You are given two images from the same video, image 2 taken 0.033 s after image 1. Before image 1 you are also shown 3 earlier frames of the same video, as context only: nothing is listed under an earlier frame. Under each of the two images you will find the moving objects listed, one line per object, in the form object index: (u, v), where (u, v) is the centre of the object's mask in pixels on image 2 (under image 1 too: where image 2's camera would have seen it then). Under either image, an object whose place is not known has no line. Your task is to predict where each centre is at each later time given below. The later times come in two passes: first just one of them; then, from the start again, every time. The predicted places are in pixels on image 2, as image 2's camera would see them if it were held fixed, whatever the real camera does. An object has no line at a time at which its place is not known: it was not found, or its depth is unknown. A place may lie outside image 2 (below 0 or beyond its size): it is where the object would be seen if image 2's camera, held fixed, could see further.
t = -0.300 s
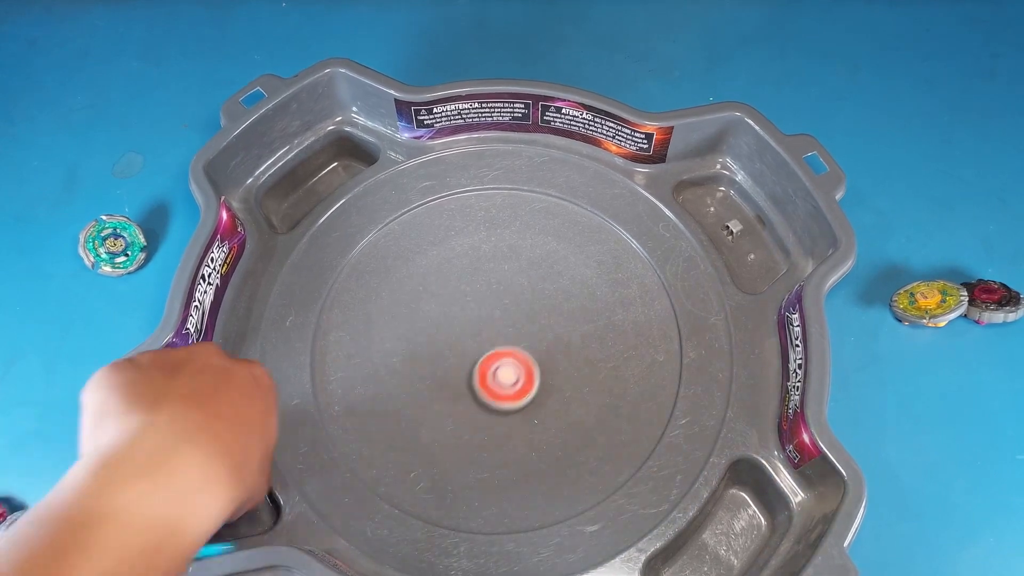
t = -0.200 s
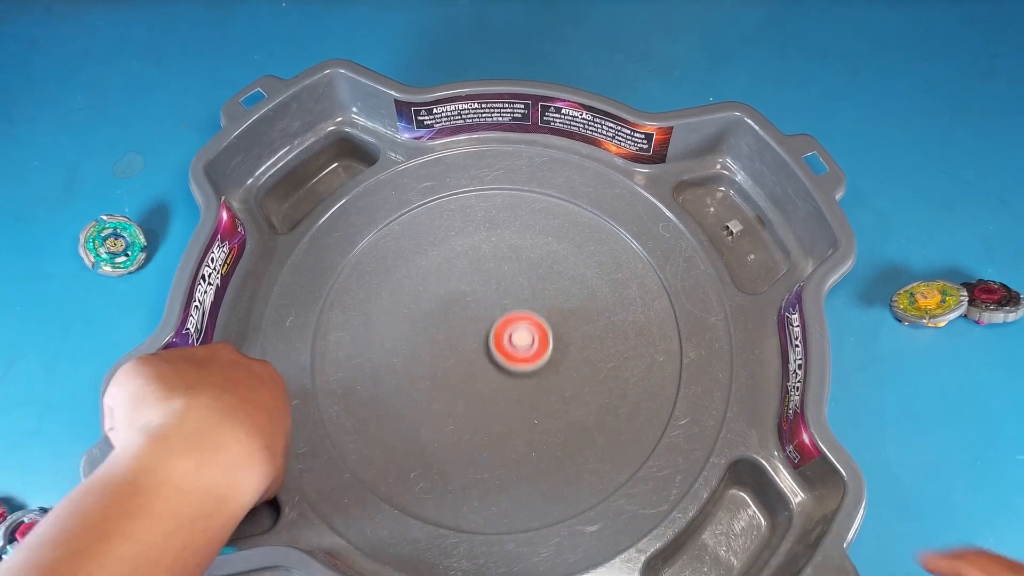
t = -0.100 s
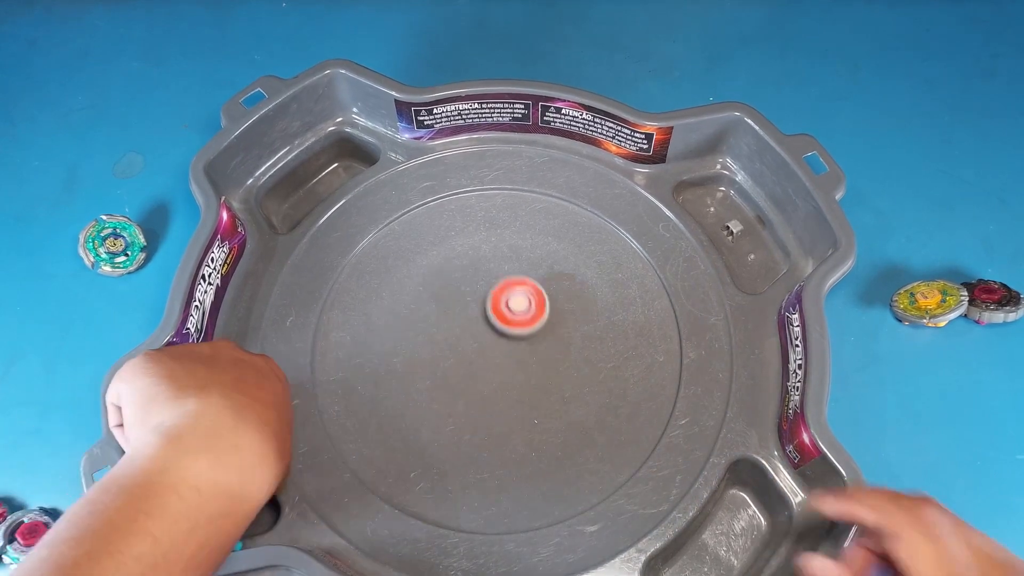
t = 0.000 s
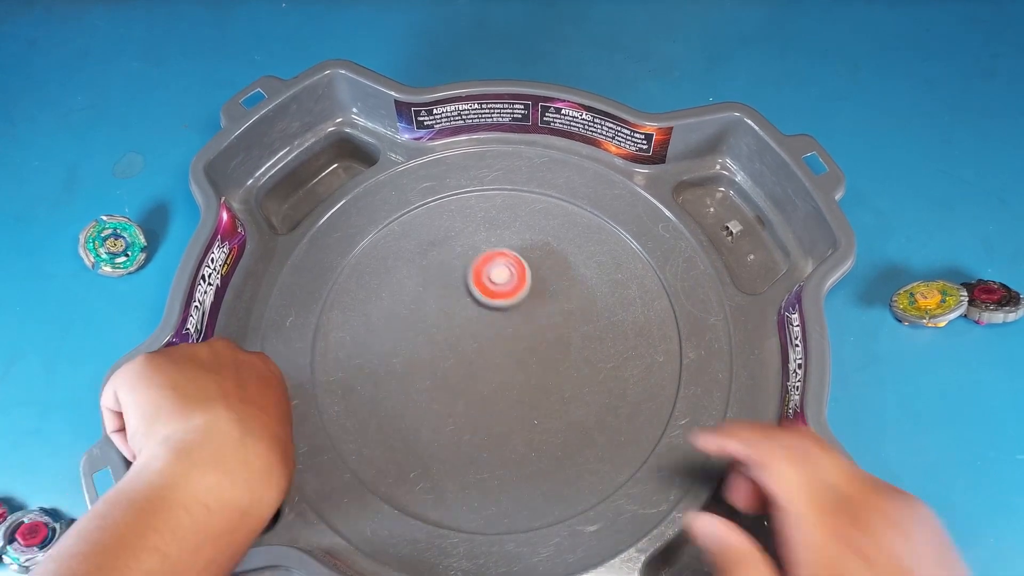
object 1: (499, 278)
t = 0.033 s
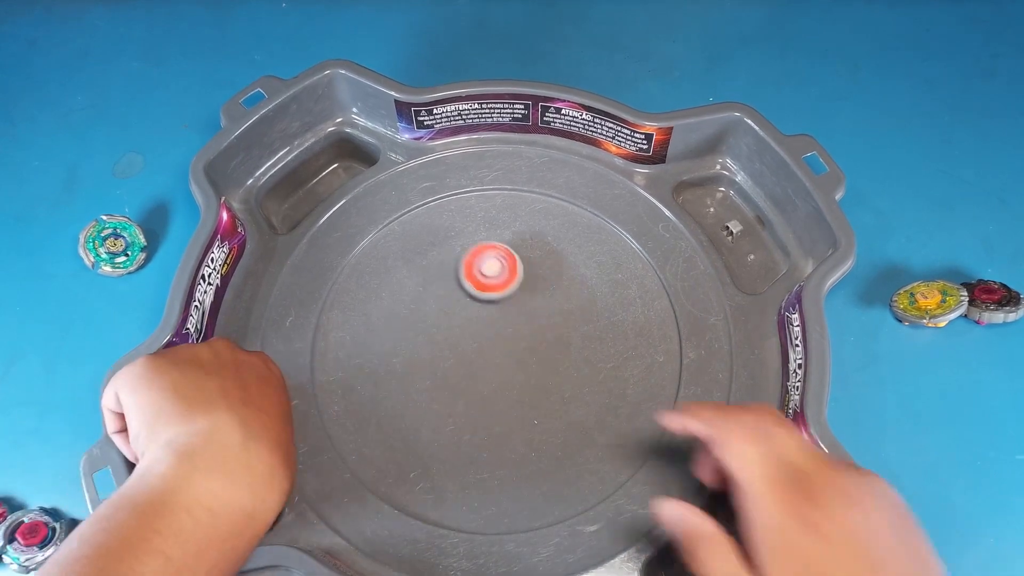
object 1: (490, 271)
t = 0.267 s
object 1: (426, 293)
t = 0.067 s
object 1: (481, 267)
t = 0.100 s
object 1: (470, 264)
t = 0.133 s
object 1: (463, 266)
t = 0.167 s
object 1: (456, 270)
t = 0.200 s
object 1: (444, 275)
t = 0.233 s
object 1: (435, 282)
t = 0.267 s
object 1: (426, 293)
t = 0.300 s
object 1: (423, 306)
